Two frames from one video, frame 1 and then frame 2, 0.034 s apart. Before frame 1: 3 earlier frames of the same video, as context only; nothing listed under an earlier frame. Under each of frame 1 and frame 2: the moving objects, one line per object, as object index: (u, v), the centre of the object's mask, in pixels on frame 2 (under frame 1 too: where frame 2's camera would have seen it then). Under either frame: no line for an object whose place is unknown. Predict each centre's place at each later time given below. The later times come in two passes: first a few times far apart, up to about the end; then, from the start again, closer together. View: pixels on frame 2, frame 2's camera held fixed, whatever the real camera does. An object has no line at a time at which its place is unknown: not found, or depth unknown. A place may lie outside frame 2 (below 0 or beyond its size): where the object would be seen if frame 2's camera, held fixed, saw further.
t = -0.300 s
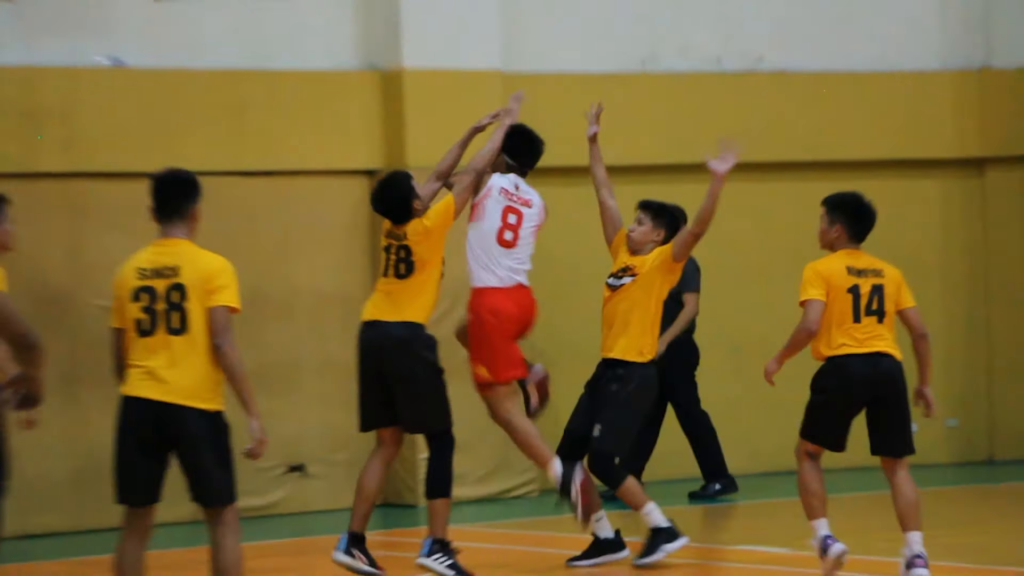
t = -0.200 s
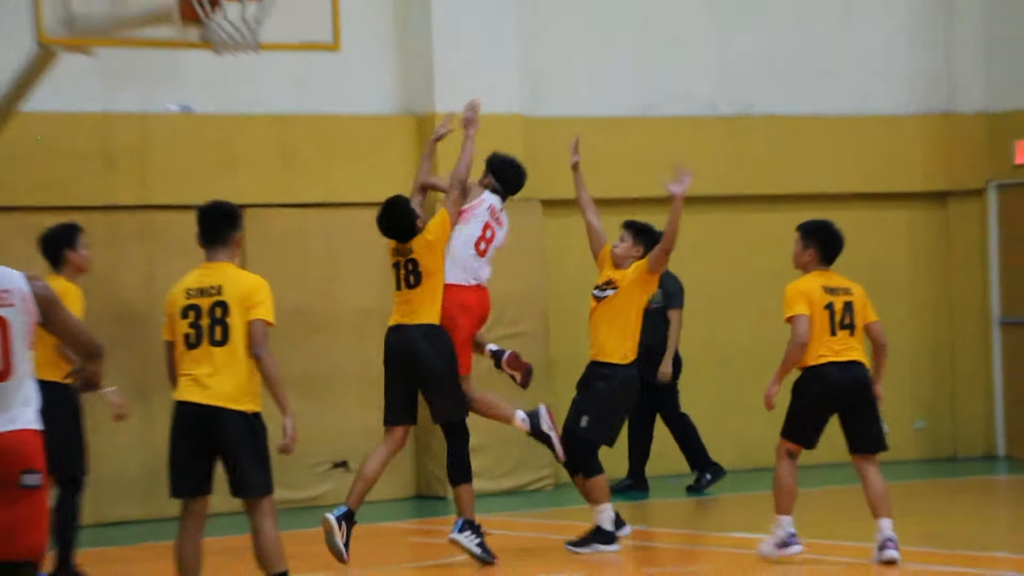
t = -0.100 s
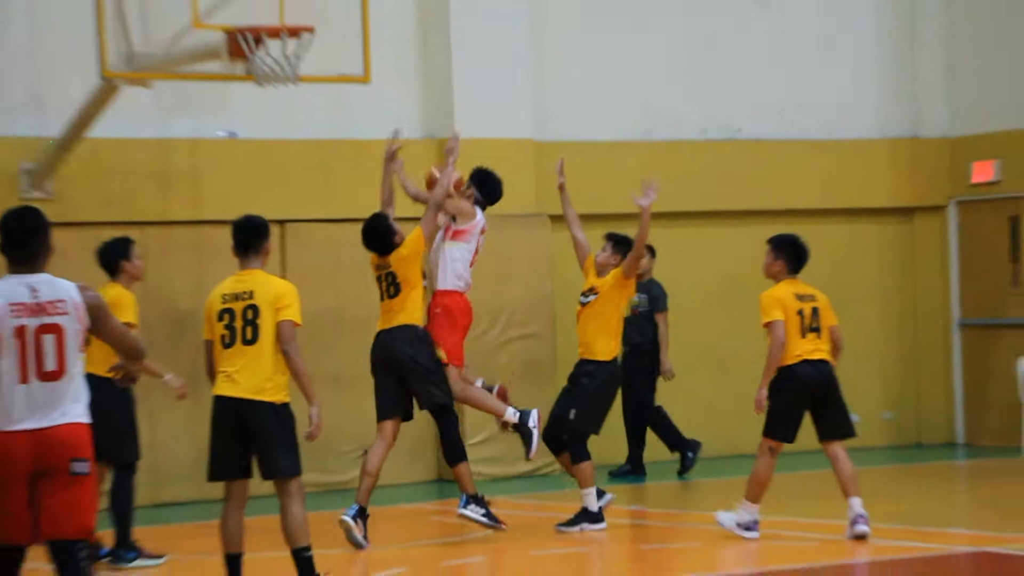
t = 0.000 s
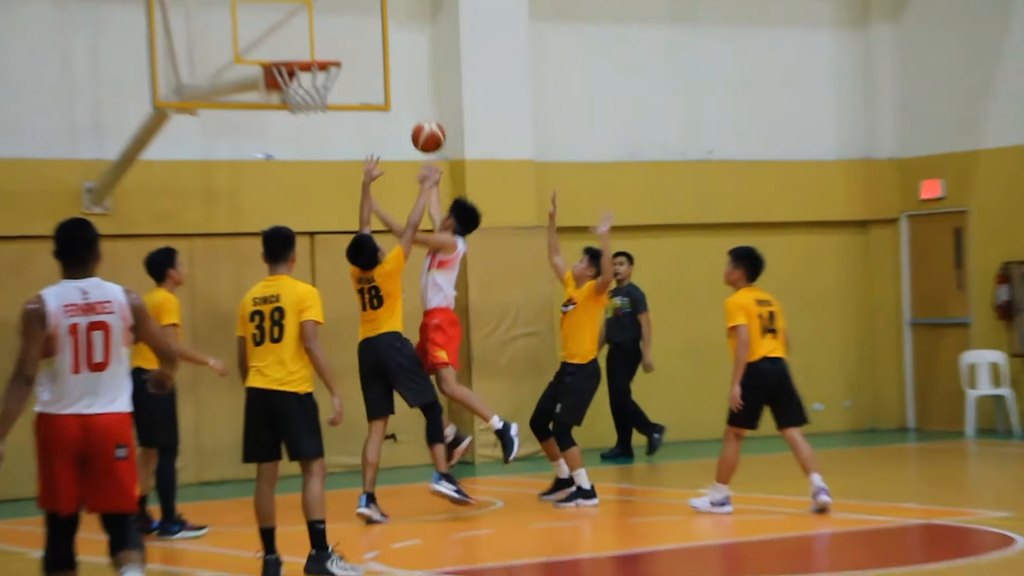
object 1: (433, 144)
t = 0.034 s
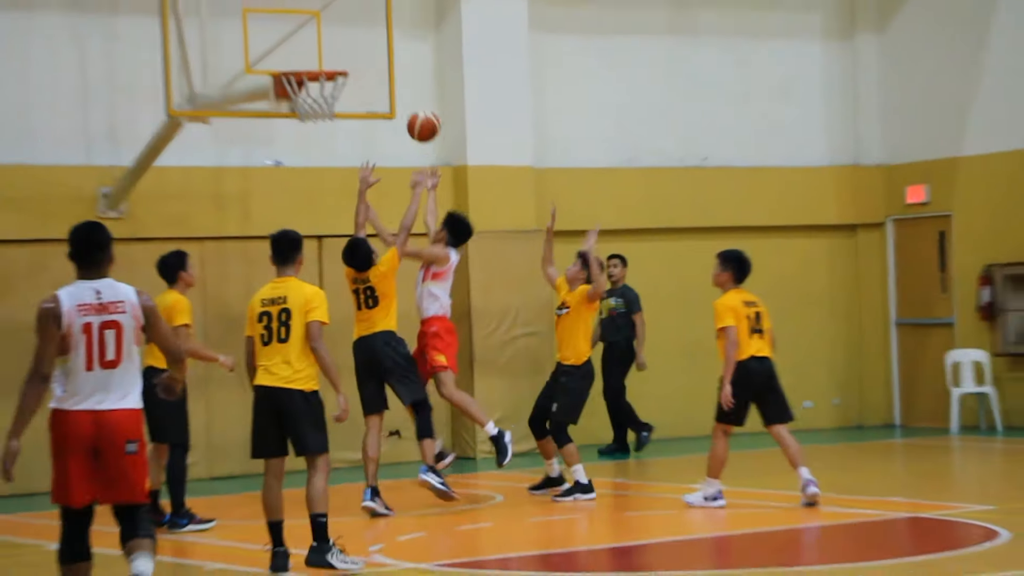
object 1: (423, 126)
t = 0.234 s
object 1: (373, 54)
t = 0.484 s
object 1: (316, 39)
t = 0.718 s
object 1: (316, 61)
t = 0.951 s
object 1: (311, 92)
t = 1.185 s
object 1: (315, 125)
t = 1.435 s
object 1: (315, 153)
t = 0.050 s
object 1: (419, 118)
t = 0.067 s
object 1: (413, 110)
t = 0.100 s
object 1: (405, 96)
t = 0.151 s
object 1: (393, 78)
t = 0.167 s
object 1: (389, 72)
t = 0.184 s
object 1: (384, 67)
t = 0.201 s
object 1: (381, 62)
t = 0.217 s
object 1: (377, 58)
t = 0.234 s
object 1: (373, 54)
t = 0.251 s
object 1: (369, 50)
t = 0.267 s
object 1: (364, 48)
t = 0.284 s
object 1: (360, 45)
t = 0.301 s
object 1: (356, 42)
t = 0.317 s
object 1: (352, 40)
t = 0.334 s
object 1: (348, 39)
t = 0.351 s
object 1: (344, 37)
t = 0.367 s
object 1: (340, 36)
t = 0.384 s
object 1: (337, 36)
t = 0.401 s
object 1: (333, 35)
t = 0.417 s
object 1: (329, 36)
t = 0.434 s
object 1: (325, 36)
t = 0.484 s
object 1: (316, 39)
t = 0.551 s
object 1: (316, 41)
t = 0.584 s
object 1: (316, 45)
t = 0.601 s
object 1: (317, 47)
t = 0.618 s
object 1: (317, 50)
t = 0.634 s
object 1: (317, 53)
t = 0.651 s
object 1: (317, 56)
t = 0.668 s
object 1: (317, 58)
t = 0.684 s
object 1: (317, 59)
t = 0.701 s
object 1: (316, 61)
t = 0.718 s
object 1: (316, 61)
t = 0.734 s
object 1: (315, 62)
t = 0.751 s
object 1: (316, 71)
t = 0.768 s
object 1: (315, 75)
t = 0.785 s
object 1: (313, 79)
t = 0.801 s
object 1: (312, 82)
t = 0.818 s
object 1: (312, 86)
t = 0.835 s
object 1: (313, 87)
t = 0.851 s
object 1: (312, 93)
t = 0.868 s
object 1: (312, 94)
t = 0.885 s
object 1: (312, 94)
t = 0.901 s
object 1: (311, 94)
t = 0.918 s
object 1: (311, 93)
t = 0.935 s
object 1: (310, 91)
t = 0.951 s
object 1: (311, 92)
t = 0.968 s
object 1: (311, 90)
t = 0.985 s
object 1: (311, 90)
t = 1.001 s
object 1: (312, 90)
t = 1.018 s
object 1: (313, 91)
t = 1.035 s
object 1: (313, 91)
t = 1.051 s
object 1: (313, 92)
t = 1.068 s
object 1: (312, 93)
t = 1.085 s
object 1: (313, 95)
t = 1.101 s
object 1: (314, 97)
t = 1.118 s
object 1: (314, 122)
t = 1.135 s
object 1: (315, 123)
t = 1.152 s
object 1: (315, 123)
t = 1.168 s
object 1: (315, 125)
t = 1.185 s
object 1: (315, 125)
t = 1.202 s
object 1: (316, 125)
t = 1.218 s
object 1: (316, 125)
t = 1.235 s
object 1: (316, 125)
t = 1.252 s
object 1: (315, 126)
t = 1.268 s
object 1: (315, 126)
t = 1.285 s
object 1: (315, 126)
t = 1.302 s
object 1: (315, 127)
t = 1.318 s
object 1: (315, 129)
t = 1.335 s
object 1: (315, 130)
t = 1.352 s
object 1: (315, 133)
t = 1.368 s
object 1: (315, 136)
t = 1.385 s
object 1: (315, 139)
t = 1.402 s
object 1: (314, 144)
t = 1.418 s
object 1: (314, 148)
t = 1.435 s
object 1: (315, 153)
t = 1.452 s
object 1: (315, 159)
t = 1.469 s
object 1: (315, 165)
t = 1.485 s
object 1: (315, 171)
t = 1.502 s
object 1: (315, 177)
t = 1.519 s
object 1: (315, 184)
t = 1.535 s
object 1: (315, 191)
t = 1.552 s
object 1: (315, 199)
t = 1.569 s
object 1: (315, 206)
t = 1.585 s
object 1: (315, 215)
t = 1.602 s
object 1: (316, 224)
